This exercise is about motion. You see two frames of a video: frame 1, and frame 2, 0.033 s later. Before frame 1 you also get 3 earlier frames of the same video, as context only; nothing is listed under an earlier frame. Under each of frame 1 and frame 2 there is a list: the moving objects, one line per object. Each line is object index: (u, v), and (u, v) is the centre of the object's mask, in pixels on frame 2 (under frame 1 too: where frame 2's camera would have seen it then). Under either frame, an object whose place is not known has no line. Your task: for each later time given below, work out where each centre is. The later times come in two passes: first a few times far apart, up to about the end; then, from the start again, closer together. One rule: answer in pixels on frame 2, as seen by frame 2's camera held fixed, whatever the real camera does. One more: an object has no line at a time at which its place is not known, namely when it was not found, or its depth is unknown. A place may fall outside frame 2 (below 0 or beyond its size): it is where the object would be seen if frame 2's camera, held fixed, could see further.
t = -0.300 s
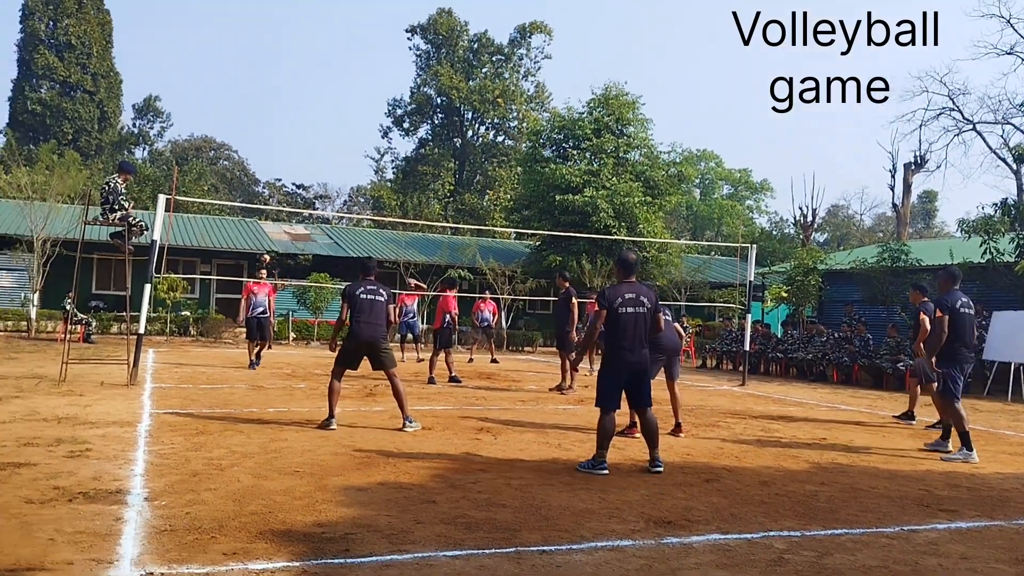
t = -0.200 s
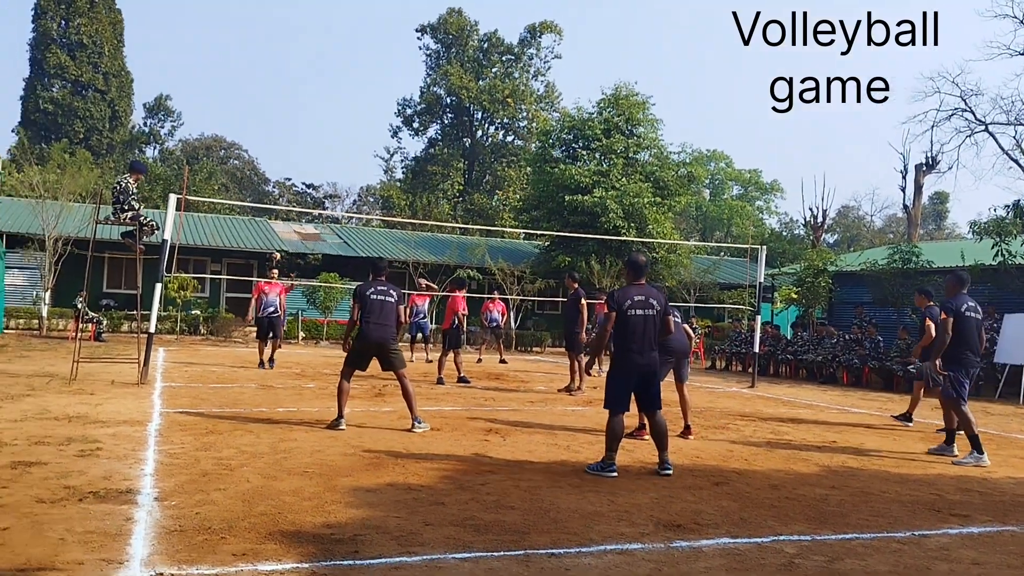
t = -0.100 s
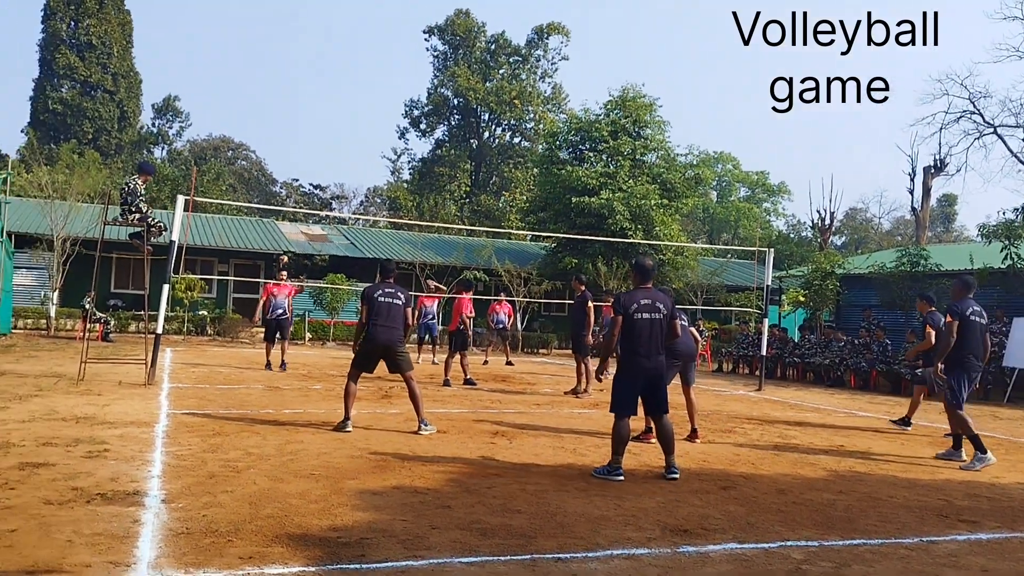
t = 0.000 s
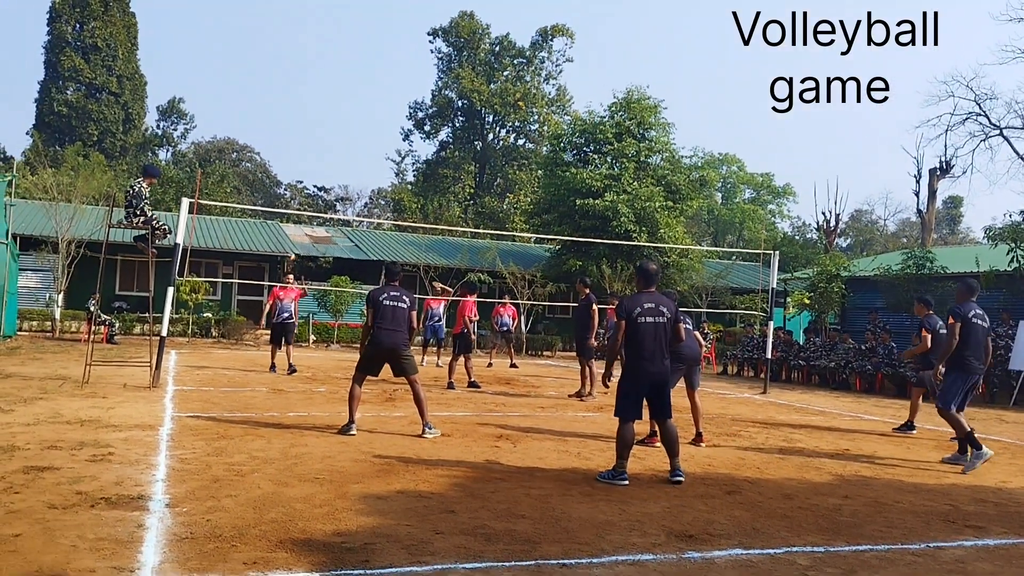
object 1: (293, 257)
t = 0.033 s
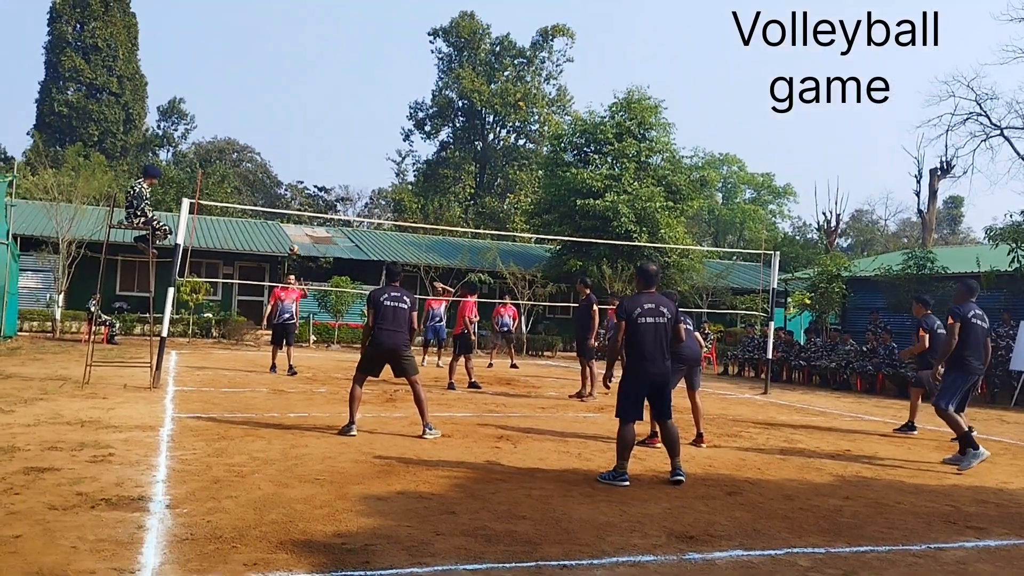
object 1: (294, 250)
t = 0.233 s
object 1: (310, 203)
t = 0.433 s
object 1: (330, 165)
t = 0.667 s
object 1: (361, 144)
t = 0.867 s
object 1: (401, 151)
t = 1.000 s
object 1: (434, 175)
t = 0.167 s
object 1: (304, 217)
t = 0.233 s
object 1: (310, 203)
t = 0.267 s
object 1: (312, 196)
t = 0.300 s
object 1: (316, 188)
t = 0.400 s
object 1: (326, 170)
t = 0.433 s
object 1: (330, 165)
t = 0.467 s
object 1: (334, 159)
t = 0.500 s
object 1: (338, 156)
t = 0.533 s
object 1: (342, 152)
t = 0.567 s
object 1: (347, 149)
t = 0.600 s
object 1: (351, 147)
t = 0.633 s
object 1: (356, 145)
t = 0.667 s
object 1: (361, 144)
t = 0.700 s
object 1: (367, 143)
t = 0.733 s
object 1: (373, 143)
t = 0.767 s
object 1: (380, 144)
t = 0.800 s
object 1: (386, 145)
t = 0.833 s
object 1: (393, 147)
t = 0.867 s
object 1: (401, 151)
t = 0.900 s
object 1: (408, 154)
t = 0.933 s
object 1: (416, 161)
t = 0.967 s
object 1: (426, 167)
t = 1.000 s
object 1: (434, 175)
